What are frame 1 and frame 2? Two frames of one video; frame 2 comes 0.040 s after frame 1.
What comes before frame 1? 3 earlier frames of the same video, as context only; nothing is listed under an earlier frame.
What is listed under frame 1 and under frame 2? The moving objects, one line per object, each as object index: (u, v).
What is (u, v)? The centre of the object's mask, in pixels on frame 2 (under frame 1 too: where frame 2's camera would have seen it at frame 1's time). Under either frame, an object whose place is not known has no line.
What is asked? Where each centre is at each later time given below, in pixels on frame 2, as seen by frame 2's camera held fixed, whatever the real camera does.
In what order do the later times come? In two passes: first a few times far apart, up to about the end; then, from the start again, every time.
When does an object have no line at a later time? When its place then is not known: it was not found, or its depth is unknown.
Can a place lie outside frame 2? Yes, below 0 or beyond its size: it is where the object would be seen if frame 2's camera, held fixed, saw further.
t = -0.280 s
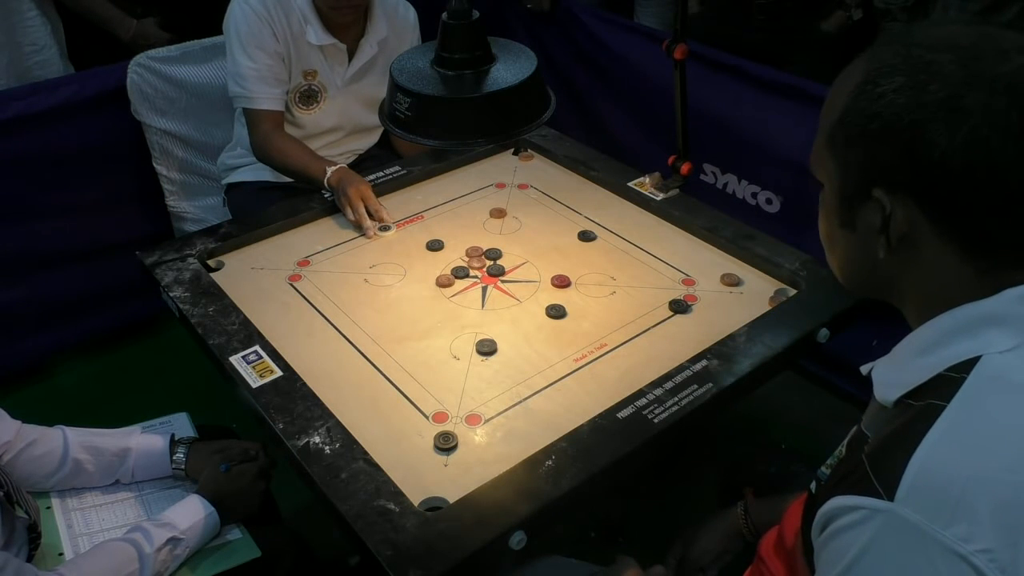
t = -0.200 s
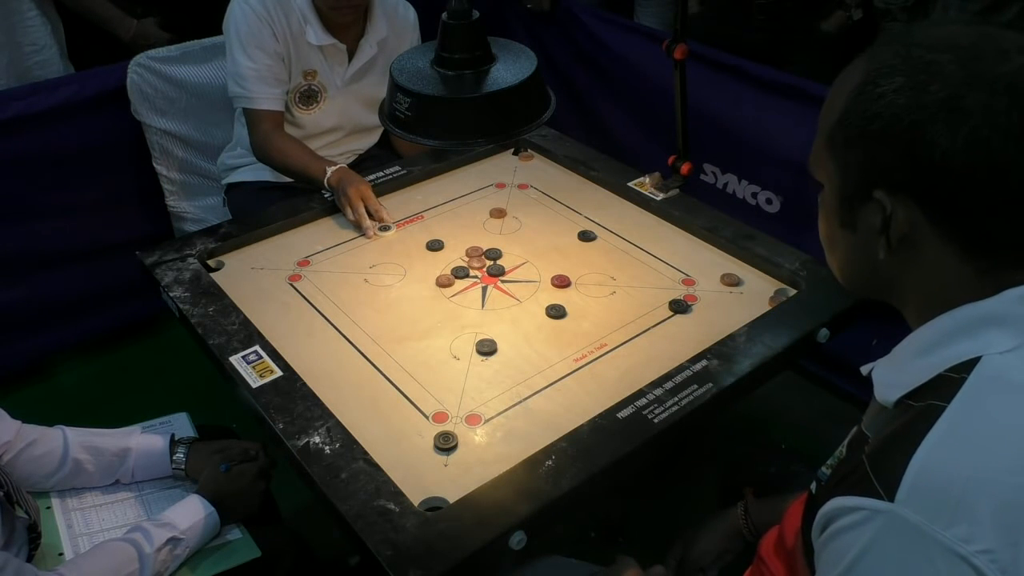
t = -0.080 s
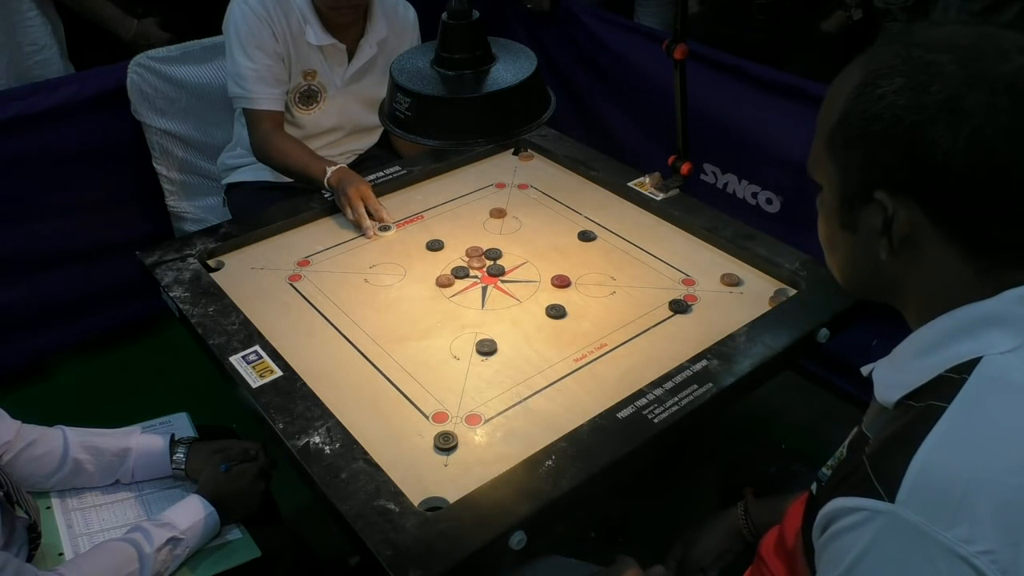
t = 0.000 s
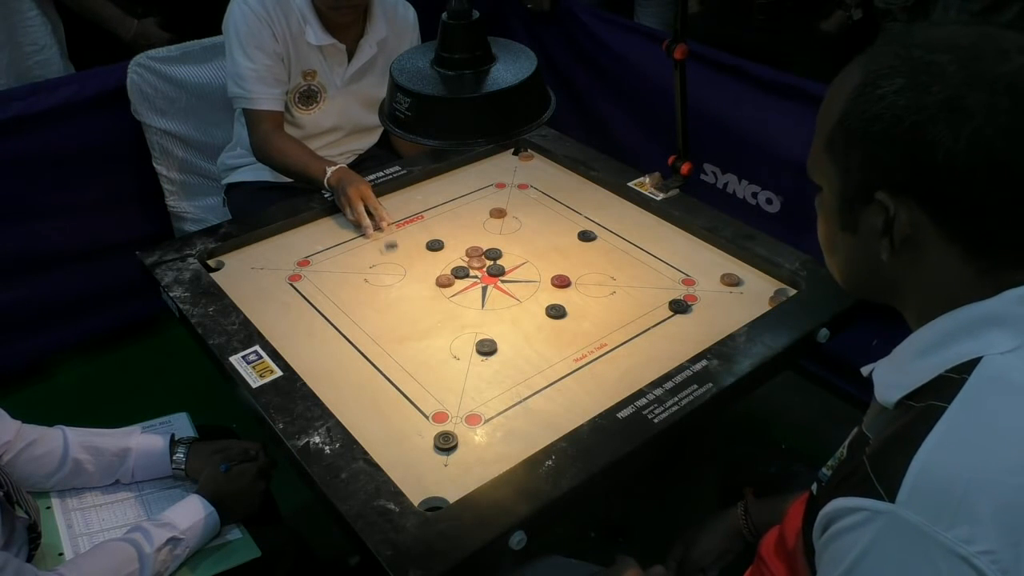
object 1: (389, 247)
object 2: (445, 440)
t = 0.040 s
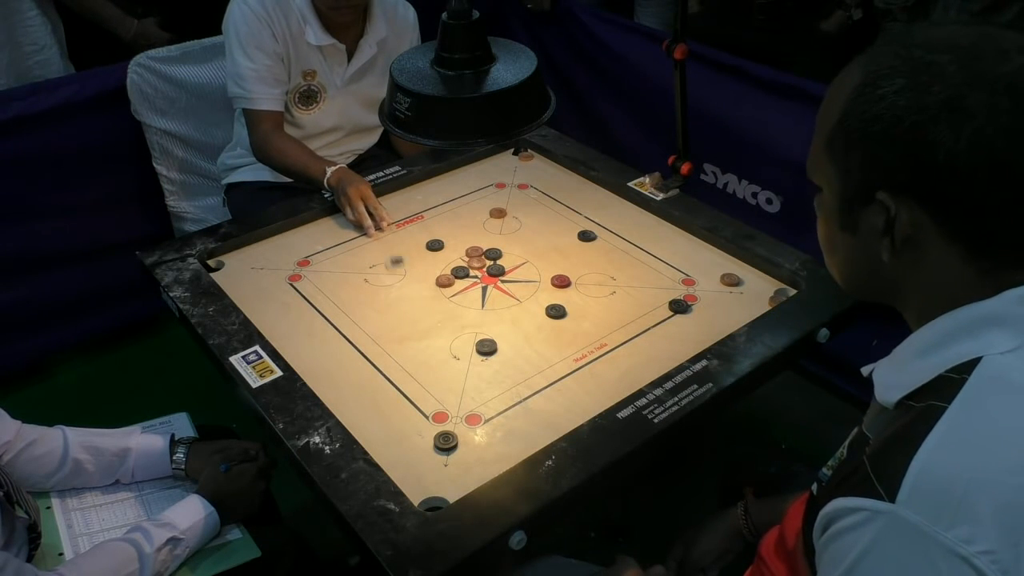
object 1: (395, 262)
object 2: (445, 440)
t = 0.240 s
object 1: (425, 345)
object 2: (445, 440)
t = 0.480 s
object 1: (458, 432)
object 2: (441, 469)
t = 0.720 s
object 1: (479, 462)
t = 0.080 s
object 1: (400, 279)
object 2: (445, 440)
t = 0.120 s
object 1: (407, 296)
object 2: (445, 440)
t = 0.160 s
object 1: (413, 312)
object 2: (445, 440)
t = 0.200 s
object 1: (419, 328)
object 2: (445, 440)
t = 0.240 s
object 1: (425, 345)
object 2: (445, 440)
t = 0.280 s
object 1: (431, 361)
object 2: (445, 440)
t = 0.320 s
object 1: (436, 378)
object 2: (445, 440)
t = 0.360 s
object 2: (445, 440)
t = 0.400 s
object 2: (445, 440)
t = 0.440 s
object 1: (452, 425)
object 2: (444, 448)
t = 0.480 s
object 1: (458, 432)
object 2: (441, 469)
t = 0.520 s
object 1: (463, 439)
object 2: (439, 488)
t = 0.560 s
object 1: (468, 445)
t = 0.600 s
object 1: (471, 450)
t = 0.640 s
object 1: (474, 455)
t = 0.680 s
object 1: (477, 459)
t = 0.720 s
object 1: (479, 462)
